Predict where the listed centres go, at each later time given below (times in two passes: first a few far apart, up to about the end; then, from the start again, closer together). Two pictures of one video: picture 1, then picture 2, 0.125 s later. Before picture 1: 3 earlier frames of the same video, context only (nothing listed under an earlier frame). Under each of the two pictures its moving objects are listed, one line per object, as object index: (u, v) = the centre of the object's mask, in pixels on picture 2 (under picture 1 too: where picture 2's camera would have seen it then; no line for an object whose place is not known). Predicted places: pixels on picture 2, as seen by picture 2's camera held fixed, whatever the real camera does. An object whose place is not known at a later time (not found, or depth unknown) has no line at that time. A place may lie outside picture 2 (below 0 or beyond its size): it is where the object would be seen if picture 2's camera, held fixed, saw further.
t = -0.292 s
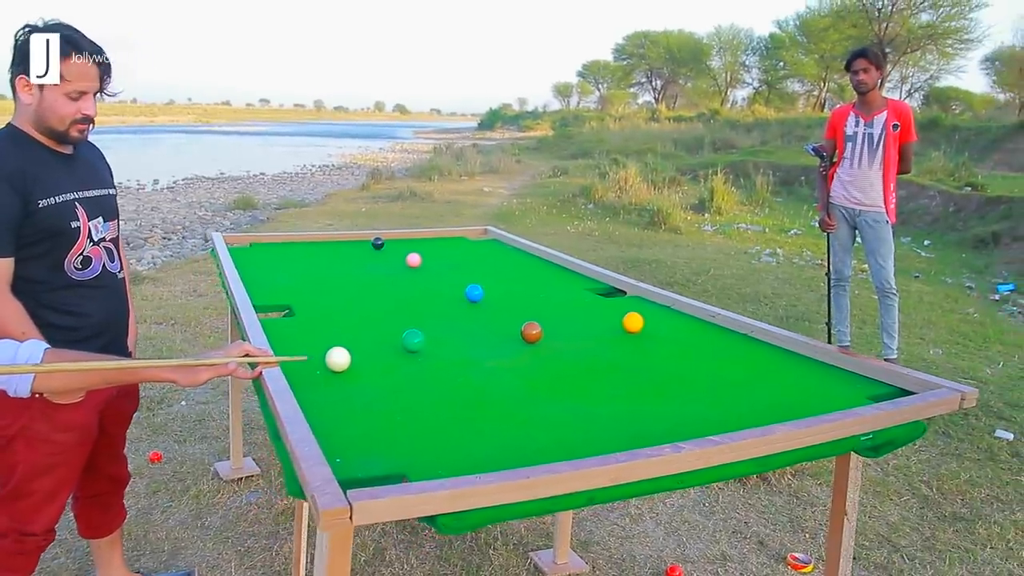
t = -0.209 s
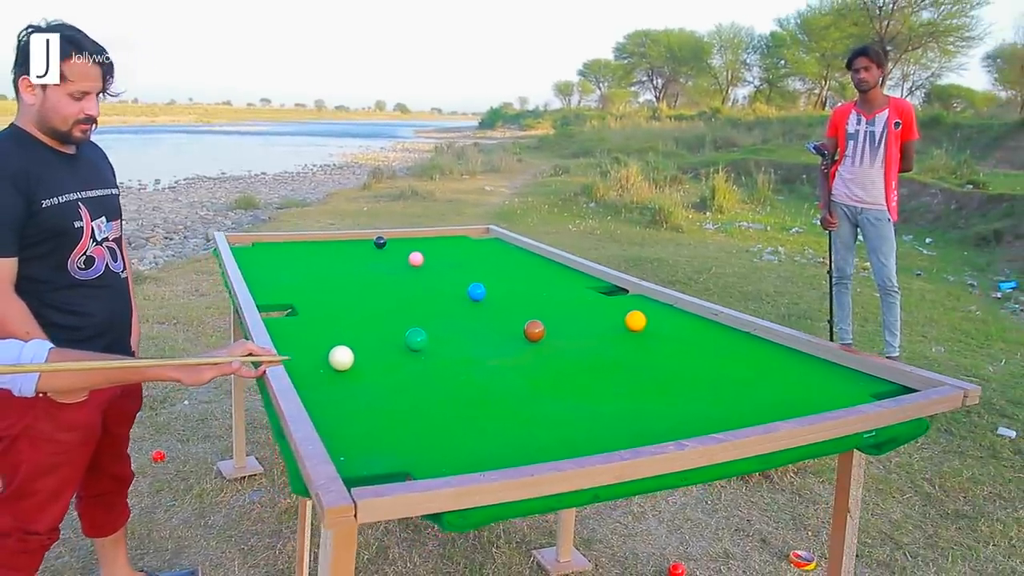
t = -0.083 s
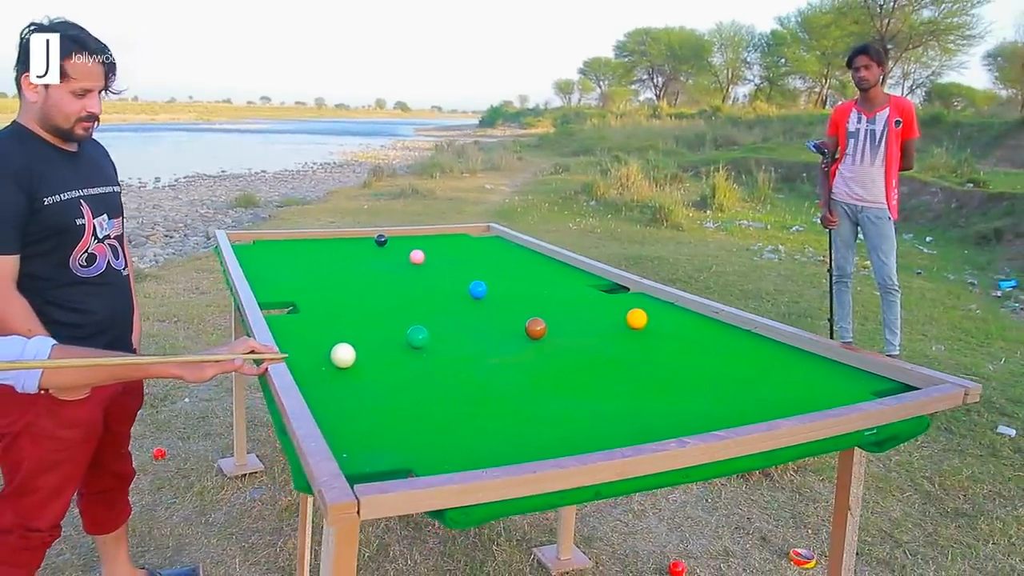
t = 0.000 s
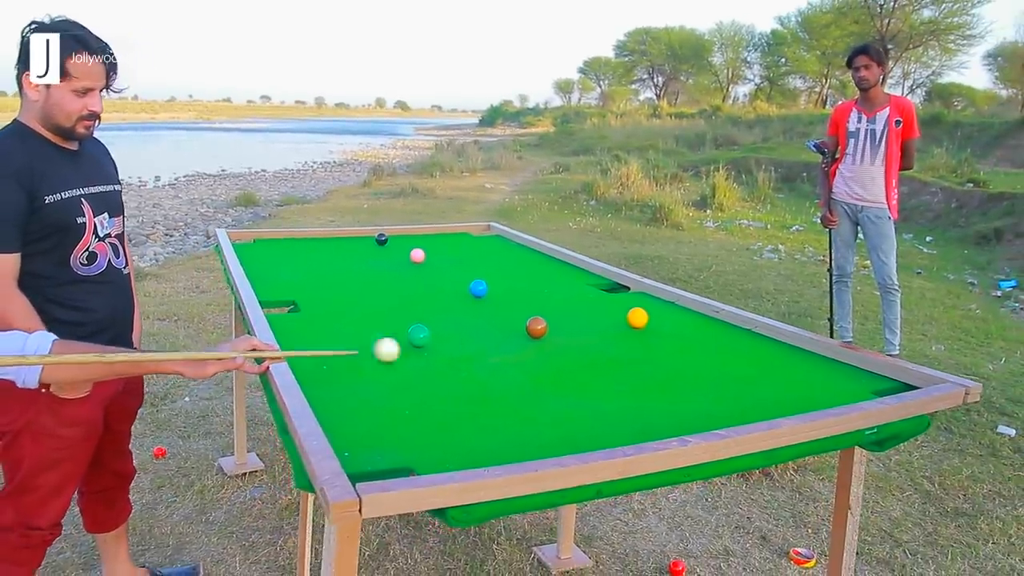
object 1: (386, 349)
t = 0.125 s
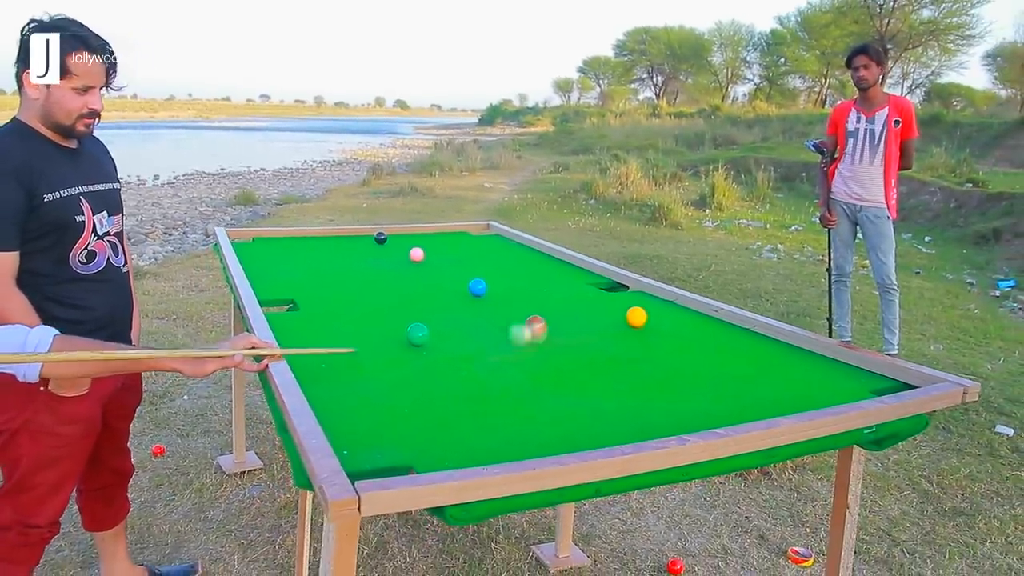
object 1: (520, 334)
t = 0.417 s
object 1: (750, 323)
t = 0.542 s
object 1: (743, 331)
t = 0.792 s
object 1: (748, 345)
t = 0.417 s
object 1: (750, 323)
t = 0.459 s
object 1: (749, 323)
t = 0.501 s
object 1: (745, 328)
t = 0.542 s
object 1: (743, 331)
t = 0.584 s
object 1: (743, 333)
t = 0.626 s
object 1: (743, 336)
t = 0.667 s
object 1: (744, 338)
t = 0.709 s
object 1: (746, 340)
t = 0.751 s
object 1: (748, 342)
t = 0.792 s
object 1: (748, 345)
